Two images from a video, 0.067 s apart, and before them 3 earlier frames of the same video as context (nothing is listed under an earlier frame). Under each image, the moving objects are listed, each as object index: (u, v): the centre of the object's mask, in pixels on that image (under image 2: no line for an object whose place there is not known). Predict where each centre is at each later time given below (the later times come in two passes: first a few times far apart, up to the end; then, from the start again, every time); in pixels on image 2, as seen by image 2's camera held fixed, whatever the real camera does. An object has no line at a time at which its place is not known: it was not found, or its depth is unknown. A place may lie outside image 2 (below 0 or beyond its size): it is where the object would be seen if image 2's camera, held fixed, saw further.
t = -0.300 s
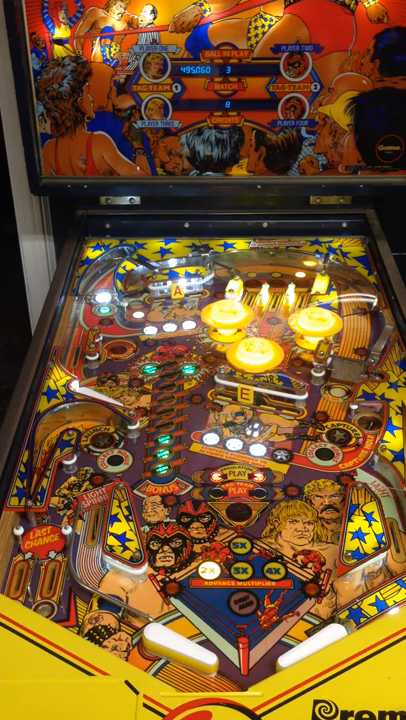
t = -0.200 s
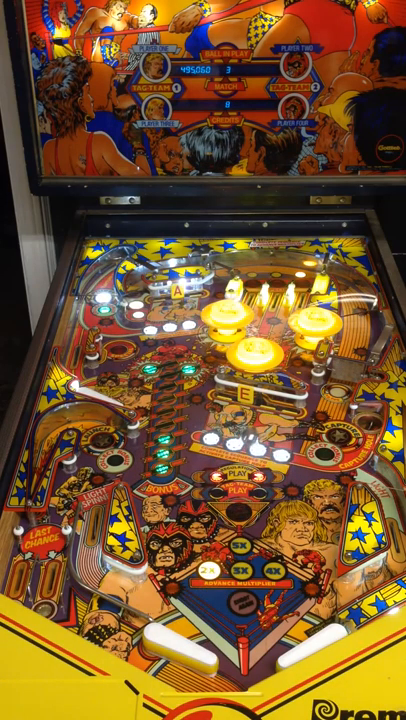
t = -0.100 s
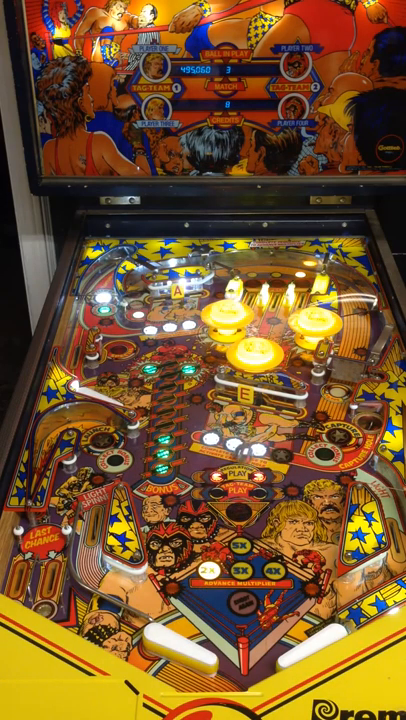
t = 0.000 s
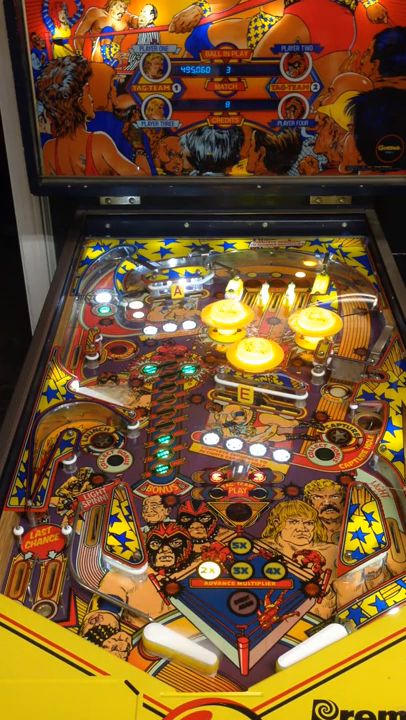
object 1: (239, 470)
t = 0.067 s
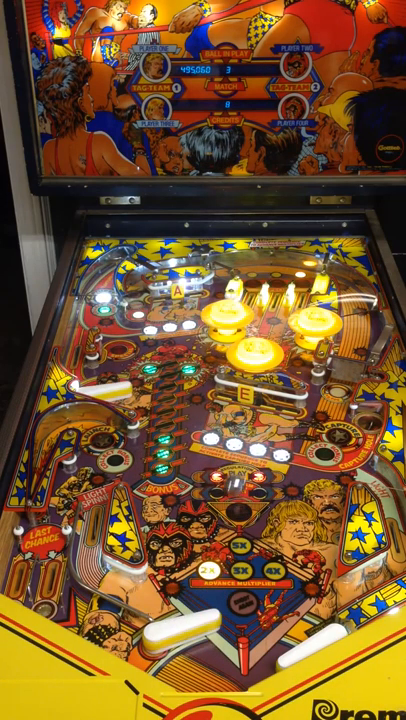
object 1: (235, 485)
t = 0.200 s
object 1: (227, 519)
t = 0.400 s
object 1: (212, 591)
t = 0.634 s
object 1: (187, 583)
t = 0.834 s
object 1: (166, 583)
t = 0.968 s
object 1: (150, 592)
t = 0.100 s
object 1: (233, 492)
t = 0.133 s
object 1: (231, 502)
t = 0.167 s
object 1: (229, 509)
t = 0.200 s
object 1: (227, 519)
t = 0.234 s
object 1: (225, 529)
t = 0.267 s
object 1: (223, 536)
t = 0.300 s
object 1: (220, 550)
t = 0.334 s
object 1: (219, 560)
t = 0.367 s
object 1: (216, 576)
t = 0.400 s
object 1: (212, 591)
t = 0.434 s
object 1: (209, 598)
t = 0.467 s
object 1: (206, 597)
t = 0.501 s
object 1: (202, 592)
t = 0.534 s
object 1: (198, 589)
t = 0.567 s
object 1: (194, 587)
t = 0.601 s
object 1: (191, 585)
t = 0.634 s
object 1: (187, 583)
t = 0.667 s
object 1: (183, 582)
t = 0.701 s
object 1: (179, 582)
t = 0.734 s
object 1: (175, 581)
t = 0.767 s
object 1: (171, 582)
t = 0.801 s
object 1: (168, 583)
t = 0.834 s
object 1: (166, 583)
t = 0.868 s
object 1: (164, 585)
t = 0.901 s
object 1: (161, 587)
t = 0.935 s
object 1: (155, 588)
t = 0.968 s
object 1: (150, 592)
